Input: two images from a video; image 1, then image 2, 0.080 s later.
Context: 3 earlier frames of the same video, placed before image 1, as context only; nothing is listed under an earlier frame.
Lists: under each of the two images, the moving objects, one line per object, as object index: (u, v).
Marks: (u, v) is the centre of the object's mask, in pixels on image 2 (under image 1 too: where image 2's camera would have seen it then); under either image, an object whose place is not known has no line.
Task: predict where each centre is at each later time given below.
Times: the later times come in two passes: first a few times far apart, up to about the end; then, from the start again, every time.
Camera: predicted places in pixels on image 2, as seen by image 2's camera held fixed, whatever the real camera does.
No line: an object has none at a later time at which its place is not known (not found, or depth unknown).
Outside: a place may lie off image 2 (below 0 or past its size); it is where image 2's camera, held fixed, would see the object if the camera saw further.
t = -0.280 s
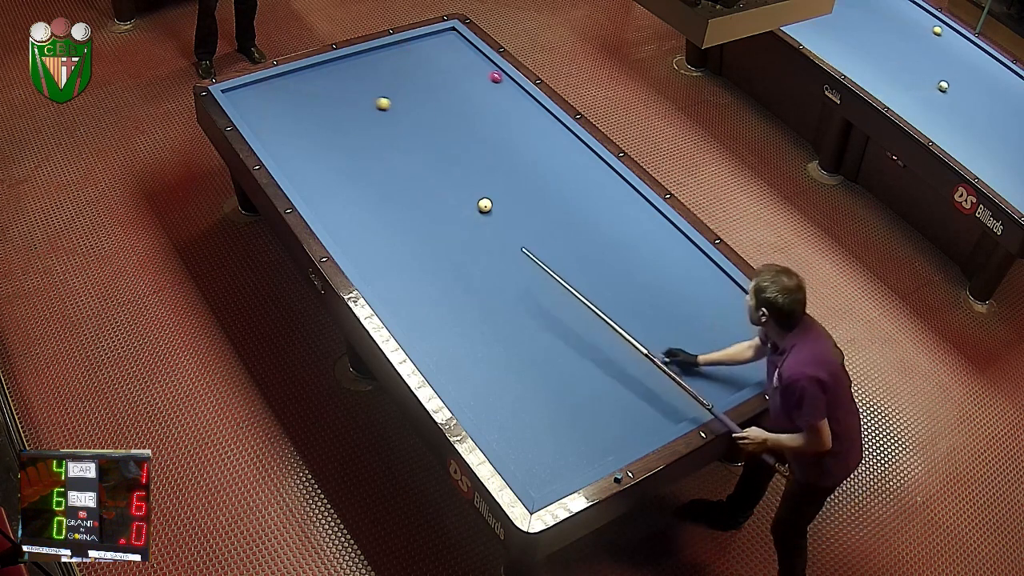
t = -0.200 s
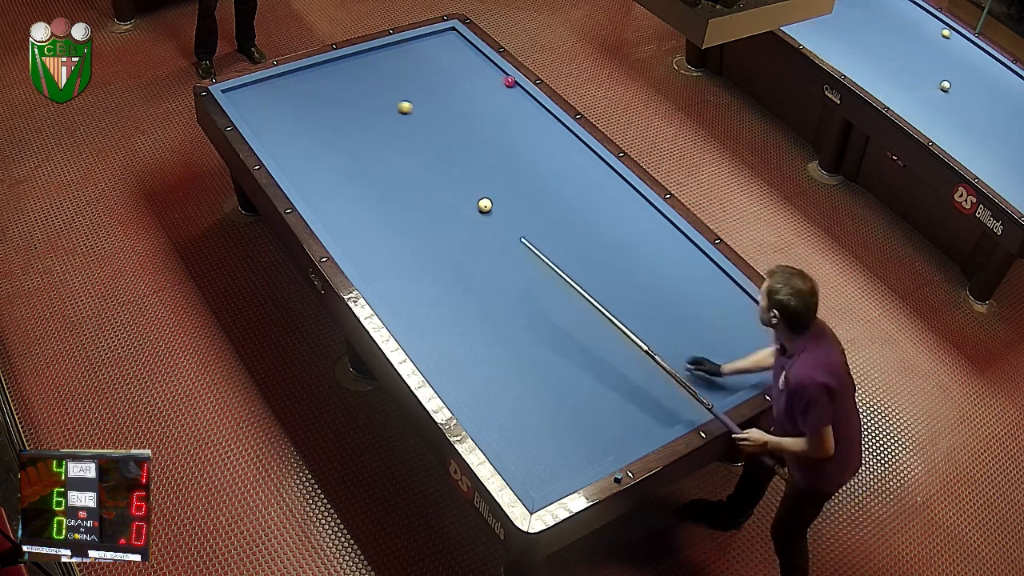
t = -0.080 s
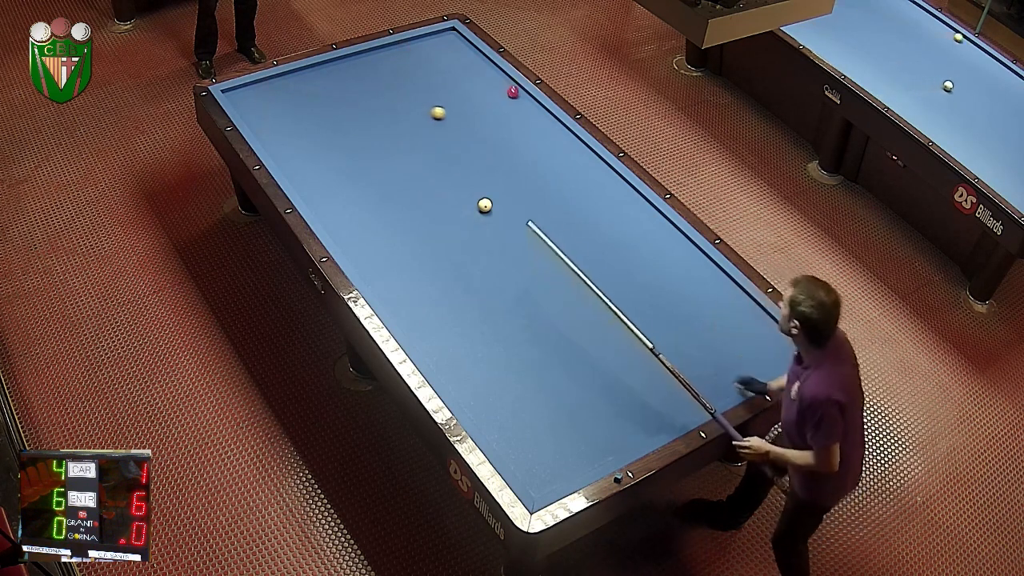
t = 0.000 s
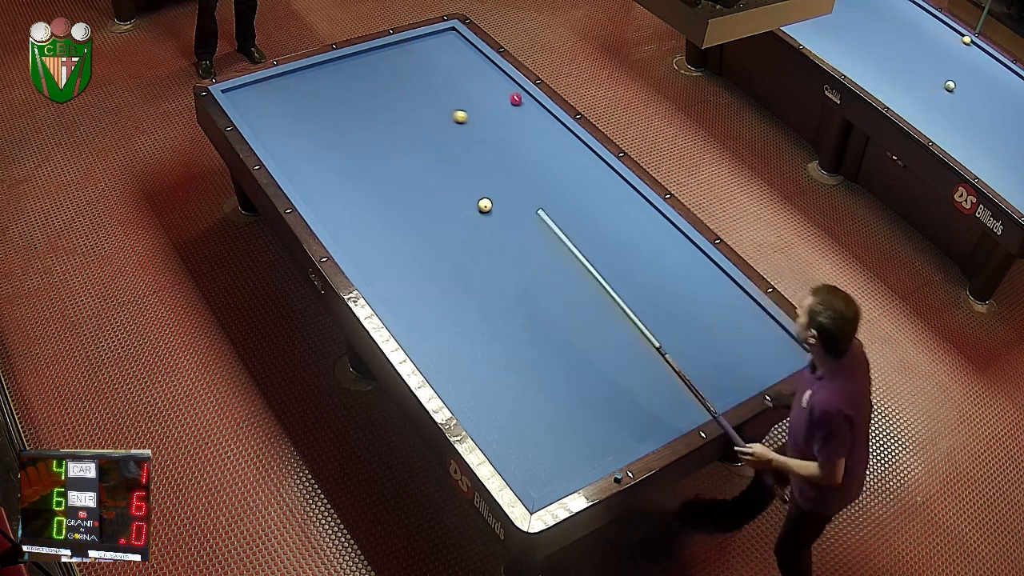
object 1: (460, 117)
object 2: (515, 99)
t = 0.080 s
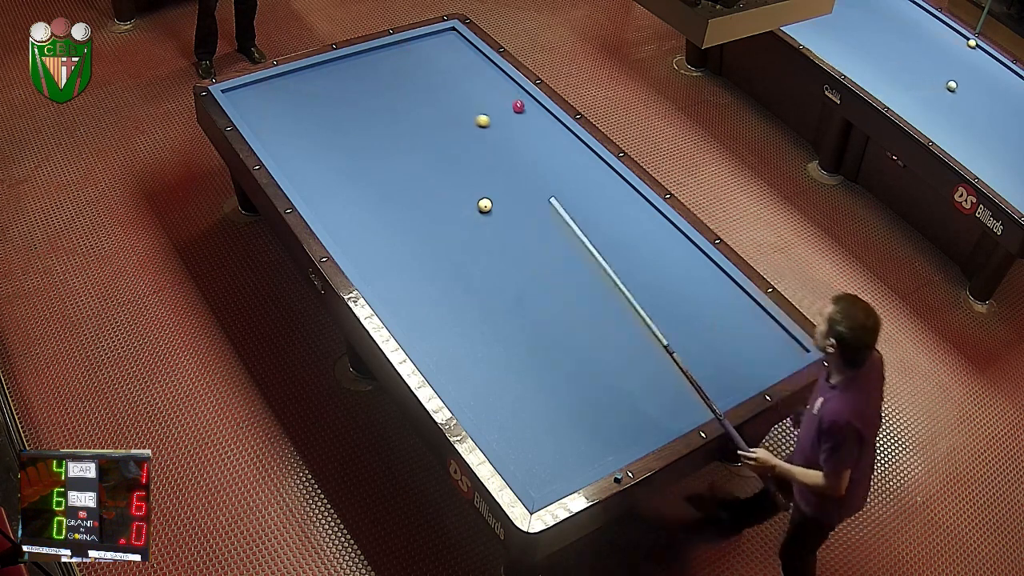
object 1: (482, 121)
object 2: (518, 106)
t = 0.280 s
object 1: (538, 131)
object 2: (525, 125)
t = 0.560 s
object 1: (573, 160)
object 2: (534, 152)
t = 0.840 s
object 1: (579, 201)
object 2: (544, 179)
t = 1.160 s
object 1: (585, 253)
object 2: (556, 213)
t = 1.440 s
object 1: (592, 303)
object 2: (567, 244)
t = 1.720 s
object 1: (599, 358)
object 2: (579, 277)
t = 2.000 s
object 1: (606, 417)
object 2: (590, 310)
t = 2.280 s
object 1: (585, 450)
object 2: (603, 345)
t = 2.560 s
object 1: (526, 442)
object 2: (615, 382)
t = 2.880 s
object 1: (492, 418)
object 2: (631, 426)
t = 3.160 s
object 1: (493, 384)
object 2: (612, 432)
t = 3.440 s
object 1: (494, 352)
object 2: (583, 428)
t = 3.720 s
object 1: (495, 323)
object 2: (551, 419)
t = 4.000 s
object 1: (496, 295)
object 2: (521, 410)
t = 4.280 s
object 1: (497, 270)
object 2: (491, 402)
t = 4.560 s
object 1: (498, 247)
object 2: (463, 394)
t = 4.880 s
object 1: (500, 222)
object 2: (453, 379)
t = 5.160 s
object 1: (501, 203)
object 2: (453, 363)
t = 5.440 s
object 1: (502, 184)
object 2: (452, 349)
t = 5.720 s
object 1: (503, 167)
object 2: (452, 336)
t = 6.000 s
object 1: (504, 151)
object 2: (451, 324)
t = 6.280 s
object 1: (504, 136)
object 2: (451, 313)
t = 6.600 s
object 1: (505, 120)
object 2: (451, 301)
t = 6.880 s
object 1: (506, 107)
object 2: (450, 292)
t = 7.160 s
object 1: (507, 96)
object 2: (450, 284)
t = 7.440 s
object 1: (507, 85)
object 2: (450, 276)
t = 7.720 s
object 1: (502, 77)
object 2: (450, 269)
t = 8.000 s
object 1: (491, 73)
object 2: (449, 263)
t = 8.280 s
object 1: (481, 69)
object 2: (450, 257)
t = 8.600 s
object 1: (470, 65)
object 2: (450, 252)
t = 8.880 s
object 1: (461, 62)
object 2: (449, 247)
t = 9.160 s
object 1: (453, 59)
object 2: (449, 244)
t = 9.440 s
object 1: (445, 56)
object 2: (449, 240)
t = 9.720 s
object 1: (438, 54)
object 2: (449, 238)
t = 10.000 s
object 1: (431, 52)
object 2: (449, 236)
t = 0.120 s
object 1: (493, 122)
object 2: (519, 110)
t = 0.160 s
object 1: (504, 124)
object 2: (521, 114)
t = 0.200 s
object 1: (515, 126)
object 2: (523, 117)
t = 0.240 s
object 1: (526, 128)
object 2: (524, 120)
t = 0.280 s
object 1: (538, 131)
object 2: (525, 125)
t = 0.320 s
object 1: (549, 133)
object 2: (527, 129)
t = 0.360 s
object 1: (560, 135)
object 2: (528, 133)
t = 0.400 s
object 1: (571, 137)
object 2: (529, 136)
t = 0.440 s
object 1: (573, 142)
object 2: (530, 140)
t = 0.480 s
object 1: (573, 148)
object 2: (532, 144)
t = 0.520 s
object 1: (573, 154)
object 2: (533, 148)
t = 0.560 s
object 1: (573, 160)
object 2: (534, 152)
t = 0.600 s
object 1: (574, 165)
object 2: (536, 156)
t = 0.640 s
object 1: (575, 171)
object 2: (537, 159)
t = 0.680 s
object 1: (576, 177)
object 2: (538, 163)
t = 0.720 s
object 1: (576, 183)
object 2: (540, 167)
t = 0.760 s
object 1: (577, 189)
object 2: (542, 172)
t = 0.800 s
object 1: (578, 195)
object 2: (543, 175)
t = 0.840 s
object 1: (579, 201)
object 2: (544, 179)
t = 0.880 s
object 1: (580, 207)
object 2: (546, 184)
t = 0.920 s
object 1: (580, 214)
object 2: (547, 188)
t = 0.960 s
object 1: (581, 220)
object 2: (548, 192)
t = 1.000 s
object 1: (582, 227)
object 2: (550, 196)
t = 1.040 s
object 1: (583, 233)
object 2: (552, 200)
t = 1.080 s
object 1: (584, 240)
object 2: (553, 205)
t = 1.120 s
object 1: (585, 246)
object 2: (555, 209)
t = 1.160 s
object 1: (585, 253)
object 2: (556, 213)
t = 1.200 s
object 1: (586, 260)
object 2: (558, 217)
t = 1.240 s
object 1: (587, 267)
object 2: (559, 222)
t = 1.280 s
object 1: (588, 274)
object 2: (561, 226)
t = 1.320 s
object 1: (589, 281)
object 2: (562, 230)
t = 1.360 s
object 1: (590, 289)
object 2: (564, 235)
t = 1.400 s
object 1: (591, 296)
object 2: (566, 239)
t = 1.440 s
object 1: (592, 303)
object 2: (567, 244)
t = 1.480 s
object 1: (593, 311)
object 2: (568, 249)
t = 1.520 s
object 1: (594, 318)
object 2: (570, 253)
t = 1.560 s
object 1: (595, 326)
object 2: (572, 258)
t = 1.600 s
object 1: (596, 334)
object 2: (574, 262)
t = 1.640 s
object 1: (597, 342)
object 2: (575, 267)
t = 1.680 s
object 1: (598, 350)
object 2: (577, 272)
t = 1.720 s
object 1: (599, 358)
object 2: (579, 277)
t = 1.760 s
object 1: (600, 366)
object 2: (580, 281)
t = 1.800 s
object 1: (601, 374)
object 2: (582, 286)
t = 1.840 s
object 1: (602, 383)
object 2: (583, 291)
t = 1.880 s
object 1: (603, 391)
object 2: (585, 295)
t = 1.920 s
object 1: (604, 400)
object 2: (587, 300)
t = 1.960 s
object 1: (605, 408)
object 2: (588, 305)
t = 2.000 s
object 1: (606, 417)
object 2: (590, 310)
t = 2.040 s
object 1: (607, 426)
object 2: (592, 315)
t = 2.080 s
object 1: (608, 435)
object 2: (594, 320)
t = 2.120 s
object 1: (609, 444)
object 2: (596, 325)
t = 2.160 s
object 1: (610, 452)
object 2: (597, 330)
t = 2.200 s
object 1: (603, 453)
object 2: (599, 335)
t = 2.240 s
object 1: (594, 451)
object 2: (601, 340)
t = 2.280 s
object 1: (585, 450)
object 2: (603, 345)
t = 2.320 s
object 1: (577, 449)
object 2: (604, 351)
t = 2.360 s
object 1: (568, 448)
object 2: (606, 356)
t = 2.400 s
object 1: (560, 447)
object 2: (608, 361)
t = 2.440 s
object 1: (551, 446)
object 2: (610, 366)
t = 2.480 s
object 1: (543, 444)
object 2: (612, 371)
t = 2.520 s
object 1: (534, 443)
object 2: (614, 377)
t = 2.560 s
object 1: (526, 442)
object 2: (615, 382)
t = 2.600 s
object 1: (518, 441)
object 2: (618, 388)
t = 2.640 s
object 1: (509, 440)
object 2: (619, 393)
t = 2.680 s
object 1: (501, 439)
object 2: (621, 399)
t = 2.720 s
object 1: (494, 436)
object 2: (623, 404)
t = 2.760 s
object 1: (492, 433)
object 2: (625, 409)
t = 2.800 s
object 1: (491, 428)
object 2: (627, 415)
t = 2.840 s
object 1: (492, 423)
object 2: (629, 420)
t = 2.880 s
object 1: (492, 418)
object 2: (631, 426)
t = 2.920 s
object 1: (492, 413)
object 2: (633, 431)
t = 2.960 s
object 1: (492, 408)
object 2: (634, 437)
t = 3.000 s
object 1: (492, 403)
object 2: (634, 440)
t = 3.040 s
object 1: (492, 398)
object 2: (628, 440)
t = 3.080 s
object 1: (493, 393)
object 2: (623, 439)
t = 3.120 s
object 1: (493, 389)
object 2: (617, 437)
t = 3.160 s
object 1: (493, 384)
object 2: (612, 432)
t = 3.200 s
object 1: (493, 379)
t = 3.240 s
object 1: (493, 375)
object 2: (603, 427)
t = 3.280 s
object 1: (493, 370)
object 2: (600, 428)
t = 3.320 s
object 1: (493, 365)
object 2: (597, 428)
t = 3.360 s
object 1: (493, 361)
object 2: (592, 428)
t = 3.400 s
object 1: (494, 356)
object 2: (588, 429)
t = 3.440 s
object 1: (494, 352)
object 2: (583, 428)
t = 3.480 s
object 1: (494, 348)
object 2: (578, 426)
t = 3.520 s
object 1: (494, 343)
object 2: (574, 425)
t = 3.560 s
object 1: (494, 339)
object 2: (569, 424)
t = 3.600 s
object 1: (494, 335)
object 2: (564, 422)
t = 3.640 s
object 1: (495, 331)
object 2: (560, 421)
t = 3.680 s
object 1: (495, 327)
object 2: (556, 420)
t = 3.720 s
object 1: (495, 323)
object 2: (551, 419)
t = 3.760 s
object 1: (495, 319)
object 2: (547, 418)
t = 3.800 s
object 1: (495, 315)
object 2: (542, 417)
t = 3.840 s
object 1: (495, 310)
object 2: (538, 415)
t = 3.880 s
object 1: (496, 307)
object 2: (534, 414)
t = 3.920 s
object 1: (496, 303)
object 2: (529, 413)
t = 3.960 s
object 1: (496, 299)
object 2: (525, 411)
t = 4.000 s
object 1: (496, 295)
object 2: (521, 410)
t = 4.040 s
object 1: (496, 291)
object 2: (516, 409)
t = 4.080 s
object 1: (496, 288)
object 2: (512, 408)
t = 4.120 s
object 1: (496, 284)
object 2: (508, 407)
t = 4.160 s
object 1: (497, 281)
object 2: (503, 406)
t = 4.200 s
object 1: (497, 277)
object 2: (500, 404)
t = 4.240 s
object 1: (497, 274)
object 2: (495, 403)
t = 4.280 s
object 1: (497, 270)
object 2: (491, 402)
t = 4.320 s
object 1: (497, 267)
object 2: (487, 401)
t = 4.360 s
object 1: (497, 264)
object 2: (483, 400)
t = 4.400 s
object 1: (498, 260)
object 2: (479, 399)
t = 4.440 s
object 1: (498, 257)
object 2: (475, 397)
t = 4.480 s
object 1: (498, 253)
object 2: (471, 396)
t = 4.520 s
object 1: (498, 250)
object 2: (467, 395)
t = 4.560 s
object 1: (498, 247)
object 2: (463, 394)
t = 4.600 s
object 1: (499, 244)
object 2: (459, 392)
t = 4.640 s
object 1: (499, 240)
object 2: (456, 390)
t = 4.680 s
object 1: (499, 238)
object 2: (455, 388)
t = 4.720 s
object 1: (499, 235)
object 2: (454, 387)
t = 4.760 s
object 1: (499, 232)
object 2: (454, 384)
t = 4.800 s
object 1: (499, 228)
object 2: (454, 382)
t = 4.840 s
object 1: (499, 226)
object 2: (453, 380)
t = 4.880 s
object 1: (500, 222)
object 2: (453, 379)
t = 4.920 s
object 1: (500, 220)
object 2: (453, 376)
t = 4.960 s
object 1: (500, 217)
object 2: (453, 373)
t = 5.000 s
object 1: (500, 214)
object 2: (453, 371)
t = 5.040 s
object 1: (500, 211)
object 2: (453, 370)
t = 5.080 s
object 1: (501, 208)
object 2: (453, 367)
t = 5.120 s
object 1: (501, 205)
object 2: (453, 365)
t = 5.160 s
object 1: (501, 203)
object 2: (453, 363)
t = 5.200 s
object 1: (501, 200)
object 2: (453, 361)
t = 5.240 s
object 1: (501, 197)
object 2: (453, 358)
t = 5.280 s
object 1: (501, 194)
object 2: (454, 355)
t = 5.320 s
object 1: (501, 192)
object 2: (454, 353)
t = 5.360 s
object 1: (501, 189)
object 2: (453, 352)
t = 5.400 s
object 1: (502, 187)
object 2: (452, 351)
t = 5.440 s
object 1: (502, 184)
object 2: (452, 349)
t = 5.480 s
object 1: (502, 182)
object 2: (452, 347)
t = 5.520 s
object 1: (502, 179)
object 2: (452, 345)
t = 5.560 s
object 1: (502, 177)
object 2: (452, 343)
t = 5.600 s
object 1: (502, 174)
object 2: (452, 341)
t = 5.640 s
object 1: (502, 172)
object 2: (452, 339)
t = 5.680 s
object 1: (502, 170)
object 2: (452, 338)
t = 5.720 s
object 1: (503, 167)
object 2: (452, 336)
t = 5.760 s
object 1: (503, 165)
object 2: (452, 334)
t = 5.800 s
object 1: (503, 162)
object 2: (452, 332)
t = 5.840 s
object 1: (503, 160)
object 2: (451, 331)
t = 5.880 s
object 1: (503, 158)
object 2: (451, 329)
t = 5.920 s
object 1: (503, 156)
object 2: (451, 327)
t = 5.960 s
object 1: (504, 153)
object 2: (451, 325)
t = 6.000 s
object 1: (504, 151)
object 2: (451, 324)
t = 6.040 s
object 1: (504, 149)
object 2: (451, 322)
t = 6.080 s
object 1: (504, 147)
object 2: (451, 321)
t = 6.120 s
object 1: (504, 145)
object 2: (451, 319)
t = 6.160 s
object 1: (504, 142)
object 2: (451, 318)
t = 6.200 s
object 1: (504, 140)
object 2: (451, 316)
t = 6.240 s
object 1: (504, 138)
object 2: (451, 314)
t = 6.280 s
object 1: (504, 136)
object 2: (451, 313)
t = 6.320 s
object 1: (505, 134)
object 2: (451, 311)
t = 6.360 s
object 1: (505, 132)
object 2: (451, 310)
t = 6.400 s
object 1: (505, 130)
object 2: (451, 308)
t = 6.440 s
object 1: (505, 128)
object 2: (451, 307)
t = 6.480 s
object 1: (505, 126)
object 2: (451, 305)
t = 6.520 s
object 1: (505, 124)
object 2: (451, 304)
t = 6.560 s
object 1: (505, 122)
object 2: (451, 303)
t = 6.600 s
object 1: (505, 120)
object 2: (451, 301)
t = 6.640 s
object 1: (505, 118)
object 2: (450, 300)
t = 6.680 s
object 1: (506, 117)
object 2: (450, 299)
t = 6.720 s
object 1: (506, 115)
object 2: (450, 297)
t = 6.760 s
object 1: (506, 113)
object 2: (450, 296)
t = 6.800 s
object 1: (506, 111)
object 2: (450, 295)
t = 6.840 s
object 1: (506, 109)
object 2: (450, 294)
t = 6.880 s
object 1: (506, 107)
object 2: (450, 292)
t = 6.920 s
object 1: (506, 106)
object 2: (450, 291)
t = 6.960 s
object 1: (506, 104)
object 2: (450, 290)
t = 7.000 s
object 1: (506, 102)
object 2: (450, 289)
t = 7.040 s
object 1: (506, 101)
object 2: (450, 287)
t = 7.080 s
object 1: (506, 99)
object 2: (450, 286)
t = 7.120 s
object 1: (506, 97)
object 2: (450, 285)
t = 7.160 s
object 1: (507, 96)
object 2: (450, 284)
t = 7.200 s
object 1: (507, 94)
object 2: (450, 283)
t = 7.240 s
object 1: (507, 92)
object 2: (450, 282)
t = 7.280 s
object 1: (507, 91)
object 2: (450, 281)
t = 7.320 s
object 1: (507, 89)
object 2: (450, 280)
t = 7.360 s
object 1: (507, 88)
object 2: (450, 278)
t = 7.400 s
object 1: (507, 86)
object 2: (450, 277)
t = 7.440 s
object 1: (507, 85)
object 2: (450, 276)
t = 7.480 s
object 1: (507, 83)
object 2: (450, 275)
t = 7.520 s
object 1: (507, 82)
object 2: (450, 274)
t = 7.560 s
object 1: (507, 80)
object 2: (450, 273)
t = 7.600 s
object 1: (506, 79)
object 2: (450, 272)
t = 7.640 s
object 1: (505, 79)
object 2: (450, 271)
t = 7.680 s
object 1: (503, 78)
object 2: (450, 270)
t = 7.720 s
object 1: (502, 77)
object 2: (450, 269)
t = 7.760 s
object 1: (500, 77)
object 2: (450, 268)
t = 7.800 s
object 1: (499, 76)
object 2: (449, 268)
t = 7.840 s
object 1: (497, 75)
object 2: (450, 266)
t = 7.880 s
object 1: (495, 75)
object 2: (449, 265)
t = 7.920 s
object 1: (494, 74)
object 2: (449, 265)
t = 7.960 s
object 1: (492, 74)
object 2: (449, 264)
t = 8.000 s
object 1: (491, 73)
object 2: (449, 263)
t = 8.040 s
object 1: (490, 73)
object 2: (450, 262)
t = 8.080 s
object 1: (488, 72)
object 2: (450, 261)
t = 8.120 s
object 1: (486, 71)
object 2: (450, 261)
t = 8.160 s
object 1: (485, 71)
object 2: (450, 260)
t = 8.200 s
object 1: (484, 70)
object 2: (450, 259)
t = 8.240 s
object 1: (482, 70)
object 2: (449, 258)
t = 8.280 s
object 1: (481, 69)
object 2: (450, 257)
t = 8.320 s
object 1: (479, 69)
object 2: (449, 257)
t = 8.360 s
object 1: (478, 68)
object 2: (449, 256)
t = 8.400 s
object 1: (477, 68)
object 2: (449, 255)
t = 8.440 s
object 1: (475, 67)
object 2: (449, 254)
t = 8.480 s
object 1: (474, 67)
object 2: (449, 254)
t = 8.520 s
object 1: (473, 66)
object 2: (449, 253)
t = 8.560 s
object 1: (471, 66)
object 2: (449, 252)
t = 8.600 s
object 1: (470, 65)
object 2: (450, 252)
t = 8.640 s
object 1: (468, 65)
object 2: (449, 251)
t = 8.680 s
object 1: (467, 64)
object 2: (449, 250)
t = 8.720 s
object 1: (466, 64)
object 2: (449, 250)
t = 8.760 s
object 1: (465, 63)
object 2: (449, 249)
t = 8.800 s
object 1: (463, 63)
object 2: (449, 248)
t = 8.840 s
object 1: (462, 63)
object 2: (449, 248)
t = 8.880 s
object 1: (461, 62)
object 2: (449, 247)
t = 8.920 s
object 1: (460, 61)
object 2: (449, 247)
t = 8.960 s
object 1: (459, 61)
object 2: (449, 246)
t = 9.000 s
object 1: (457, 61)
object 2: (449, 245)
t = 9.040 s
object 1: (456, 60)
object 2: (449, 245)
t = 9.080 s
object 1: (455, 60)
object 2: (449, 244)
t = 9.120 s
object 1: (454, 60)
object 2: (449, 244)
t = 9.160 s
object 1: (453, 59)
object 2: (449, 244)
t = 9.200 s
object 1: (451, 59)
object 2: (449, 243)
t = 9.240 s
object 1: (450, 58)
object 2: (449, 242)
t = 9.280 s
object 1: (449, 58)
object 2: (449, 242)
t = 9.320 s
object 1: (448, 58)
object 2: (449, 241)
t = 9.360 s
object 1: (447, 57)
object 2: (449, 241)
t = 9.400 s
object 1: (446, 57)
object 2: (449, 241)
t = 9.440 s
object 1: (445, 56)
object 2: (449, 240)
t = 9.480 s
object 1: (444, 56)
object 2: (449, 240)
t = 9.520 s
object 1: (443, 56)
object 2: (449, 239)
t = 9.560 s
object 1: (441, 55)
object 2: (449, 239)
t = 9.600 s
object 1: (441, 55)
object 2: (449, 239)
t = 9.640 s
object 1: (440, 55)
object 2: (449, 238)
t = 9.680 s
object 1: (439, 55)
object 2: (449, 238)
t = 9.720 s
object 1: (438, 54)
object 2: (449, 238)
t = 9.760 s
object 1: (437, 54)
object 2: (449, 237)
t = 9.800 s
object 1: (435, 54)
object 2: (449, 237)
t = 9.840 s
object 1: (435, 53)
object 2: (449, 237)
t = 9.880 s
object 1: (434, 53)
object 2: (449, 237)
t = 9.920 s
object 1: (433, 53)
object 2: (449, 236)
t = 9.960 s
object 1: (432, 52)
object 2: (449, 236)
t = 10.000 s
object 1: (431, 52)
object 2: (449, 236)
